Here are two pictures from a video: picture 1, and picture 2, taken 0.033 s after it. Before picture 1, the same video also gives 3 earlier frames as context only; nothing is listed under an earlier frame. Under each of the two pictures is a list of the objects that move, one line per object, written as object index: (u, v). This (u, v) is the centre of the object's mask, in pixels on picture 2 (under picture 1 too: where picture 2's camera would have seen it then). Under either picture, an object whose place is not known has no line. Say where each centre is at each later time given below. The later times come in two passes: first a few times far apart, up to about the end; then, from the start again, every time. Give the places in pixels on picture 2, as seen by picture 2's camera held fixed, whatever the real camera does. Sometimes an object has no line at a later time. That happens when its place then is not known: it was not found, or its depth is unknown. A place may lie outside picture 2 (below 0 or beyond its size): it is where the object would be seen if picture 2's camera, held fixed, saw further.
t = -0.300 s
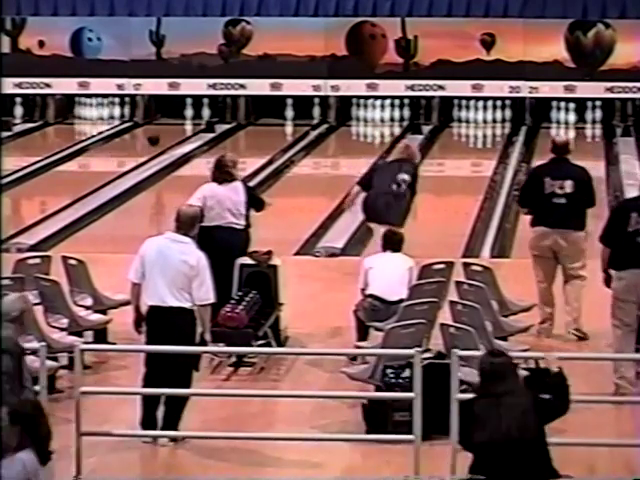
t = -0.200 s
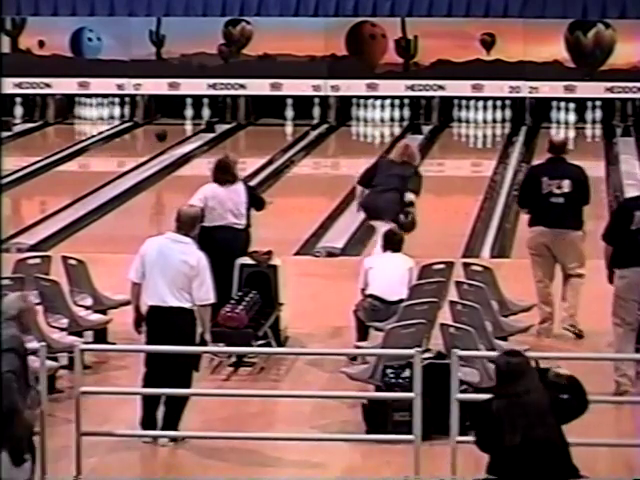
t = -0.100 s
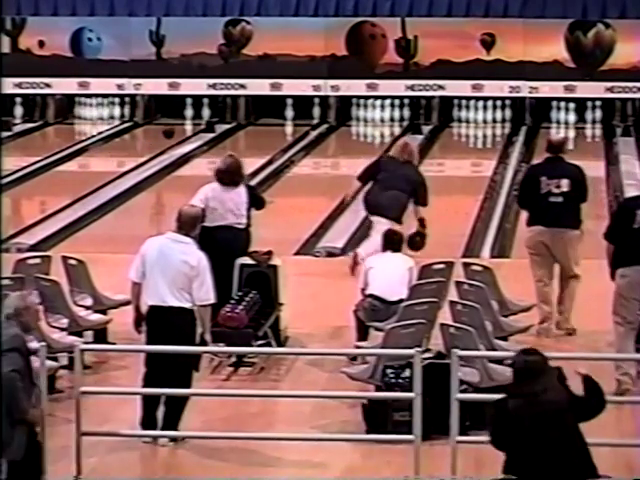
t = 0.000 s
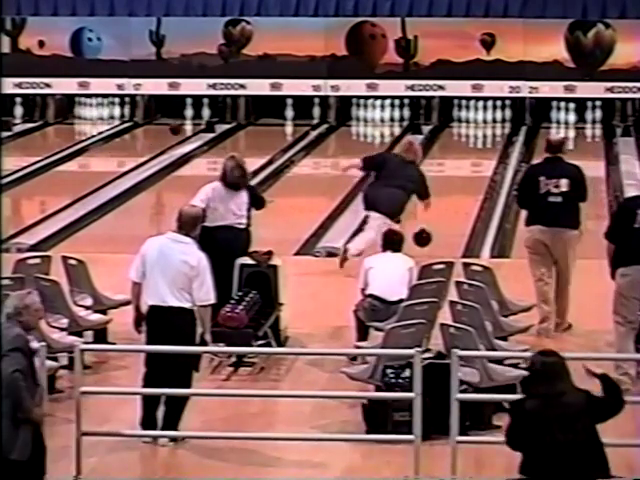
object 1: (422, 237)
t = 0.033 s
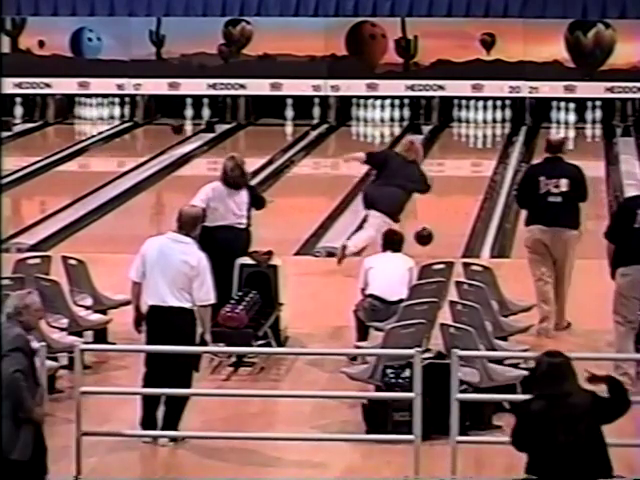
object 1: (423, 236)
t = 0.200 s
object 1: (431, 233)
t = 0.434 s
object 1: (441, 216)
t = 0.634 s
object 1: (448, 203)
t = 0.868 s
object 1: (456, 189)
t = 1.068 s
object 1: (461, 179)
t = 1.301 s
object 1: (467, 167)
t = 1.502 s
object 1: (471, 159)
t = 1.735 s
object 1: (476, 149)
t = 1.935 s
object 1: (479, 140)
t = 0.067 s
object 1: (425, 236)
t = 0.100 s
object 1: (427, 237)
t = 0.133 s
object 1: (428, 238)
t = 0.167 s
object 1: (430, 235)
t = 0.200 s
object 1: (431, 233)
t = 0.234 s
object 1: (433, 231)
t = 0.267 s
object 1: (434, 228)
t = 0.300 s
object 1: (436, 226)
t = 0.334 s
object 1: (437, 223)
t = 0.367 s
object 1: (438, 221)
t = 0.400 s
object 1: (440, 218)
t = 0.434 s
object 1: (441, 216)
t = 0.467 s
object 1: (442, 214)
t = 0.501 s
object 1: (443, 211)
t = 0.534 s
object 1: (445, 209)
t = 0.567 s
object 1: (446, 207)
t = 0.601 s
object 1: (447, 205)
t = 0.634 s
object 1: (448, 203)
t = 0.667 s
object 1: (449, 201)
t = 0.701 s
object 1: (451, 199)
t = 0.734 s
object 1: (452, 197)
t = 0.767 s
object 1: (453, 195)
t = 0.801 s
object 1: (453, 193)
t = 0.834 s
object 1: (453, 193)
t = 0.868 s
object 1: (456, 189)
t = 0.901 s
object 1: (456, 187)
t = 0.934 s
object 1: (458, 186)
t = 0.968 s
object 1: (459, 184)
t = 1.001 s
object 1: (459, 182)
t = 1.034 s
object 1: (460, 181)
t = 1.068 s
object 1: (461, 179)
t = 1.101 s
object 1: (462, 176)
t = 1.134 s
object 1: (463, 175)
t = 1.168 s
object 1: (464, 174)
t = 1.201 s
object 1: (465, 172)
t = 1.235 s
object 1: (466, 170)
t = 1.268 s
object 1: (466, 169)
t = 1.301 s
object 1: (467, 167)
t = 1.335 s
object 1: (468, 166)
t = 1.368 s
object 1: (469, 164)
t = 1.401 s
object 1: (469, 163)
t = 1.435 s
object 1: (470, 162)
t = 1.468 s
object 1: (471, 160)
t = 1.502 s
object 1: (471, 159)
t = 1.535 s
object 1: (472, 158)
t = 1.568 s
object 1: (472, 156)
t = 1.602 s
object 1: (473, 154)
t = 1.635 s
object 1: (474, 153)
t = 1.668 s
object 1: (474, 151)
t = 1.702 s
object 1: (475, 150)
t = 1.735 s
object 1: (476, 149)
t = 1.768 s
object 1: (476, 148)
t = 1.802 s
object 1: (477, 146)
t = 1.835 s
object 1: (477, 145)
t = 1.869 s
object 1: (477, 143)
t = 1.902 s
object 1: (478, 142)
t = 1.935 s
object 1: (479, 140)
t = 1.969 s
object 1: (479, 140)
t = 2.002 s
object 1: (479, 139)
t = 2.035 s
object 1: (480, 138)
